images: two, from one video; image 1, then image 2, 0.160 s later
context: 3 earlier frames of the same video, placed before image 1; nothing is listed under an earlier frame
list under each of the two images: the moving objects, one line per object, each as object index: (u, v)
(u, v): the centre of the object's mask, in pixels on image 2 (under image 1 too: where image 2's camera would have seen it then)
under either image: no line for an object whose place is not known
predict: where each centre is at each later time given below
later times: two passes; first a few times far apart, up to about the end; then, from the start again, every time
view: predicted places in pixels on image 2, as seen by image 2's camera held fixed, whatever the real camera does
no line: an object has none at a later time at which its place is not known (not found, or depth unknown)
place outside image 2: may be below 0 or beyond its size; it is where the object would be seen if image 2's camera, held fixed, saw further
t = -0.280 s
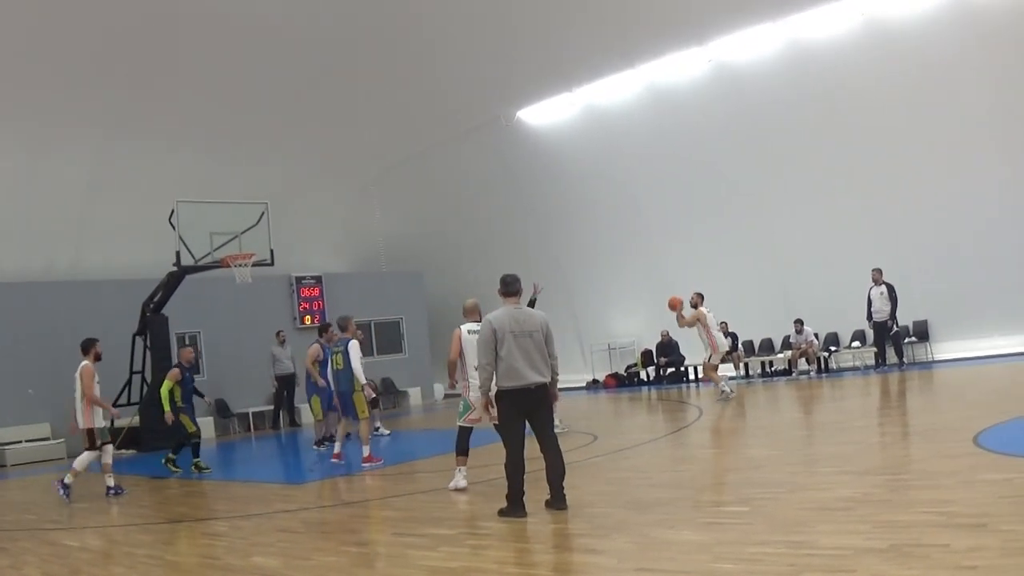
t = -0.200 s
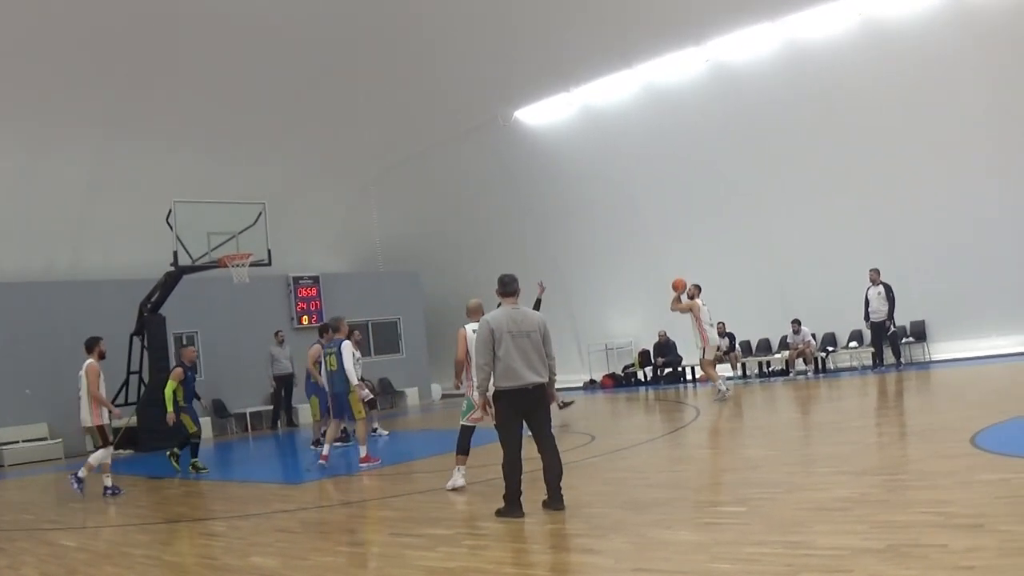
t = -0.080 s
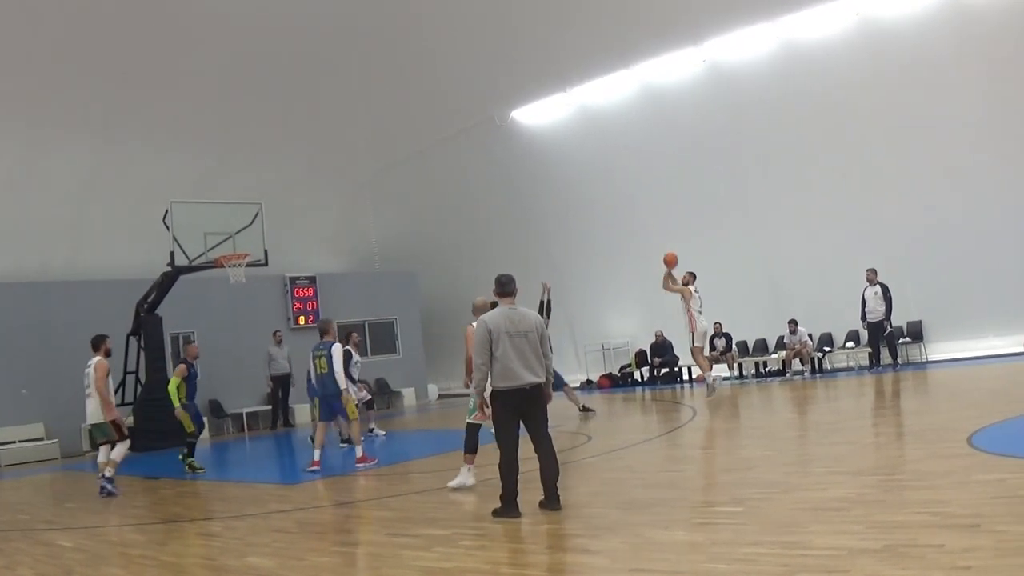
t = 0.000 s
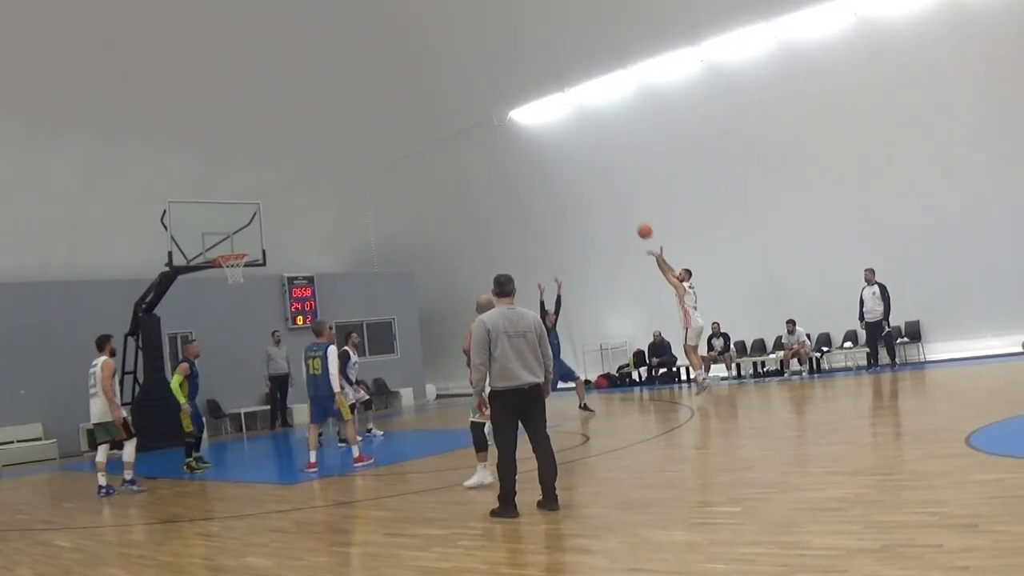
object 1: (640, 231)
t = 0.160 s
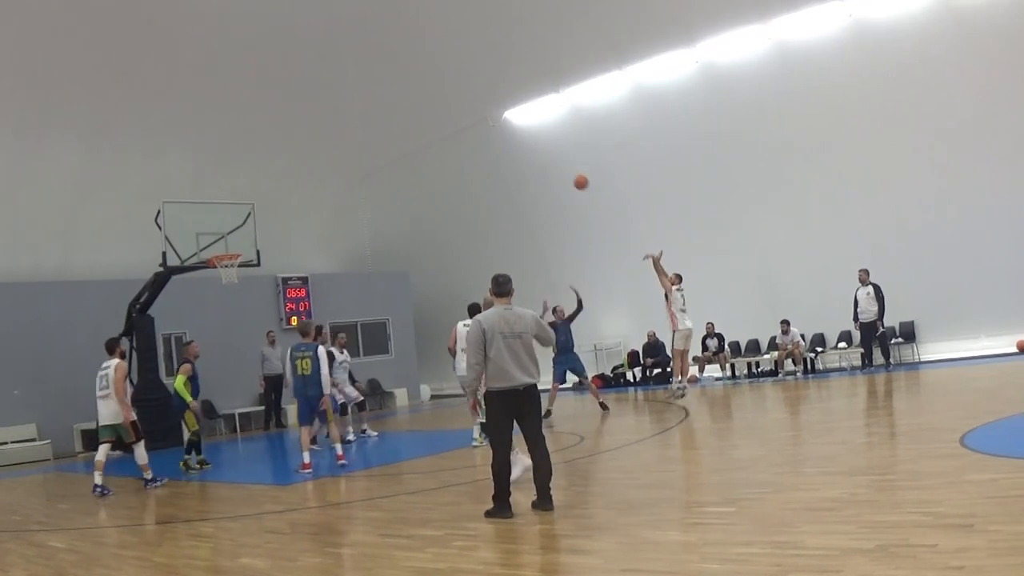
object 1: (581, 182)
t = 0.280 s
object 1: (537, 155)
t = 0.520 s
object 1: (457, 127)
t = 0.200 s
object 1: (566, 172)
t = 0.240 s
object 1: (551, 163)
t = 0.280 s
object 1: (537, 155)
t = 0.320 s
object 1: (522, 148)
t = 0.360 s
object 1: (508, 142)
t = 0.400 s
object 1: (494, 136)
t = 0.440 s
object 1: (482, 132)
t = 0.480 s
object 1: (469, 129)
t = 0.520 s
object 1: (457, 127)
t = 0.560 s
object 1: (445, 126)
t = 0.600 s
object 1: (434, 126)
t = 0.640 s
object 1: (424, 127)
